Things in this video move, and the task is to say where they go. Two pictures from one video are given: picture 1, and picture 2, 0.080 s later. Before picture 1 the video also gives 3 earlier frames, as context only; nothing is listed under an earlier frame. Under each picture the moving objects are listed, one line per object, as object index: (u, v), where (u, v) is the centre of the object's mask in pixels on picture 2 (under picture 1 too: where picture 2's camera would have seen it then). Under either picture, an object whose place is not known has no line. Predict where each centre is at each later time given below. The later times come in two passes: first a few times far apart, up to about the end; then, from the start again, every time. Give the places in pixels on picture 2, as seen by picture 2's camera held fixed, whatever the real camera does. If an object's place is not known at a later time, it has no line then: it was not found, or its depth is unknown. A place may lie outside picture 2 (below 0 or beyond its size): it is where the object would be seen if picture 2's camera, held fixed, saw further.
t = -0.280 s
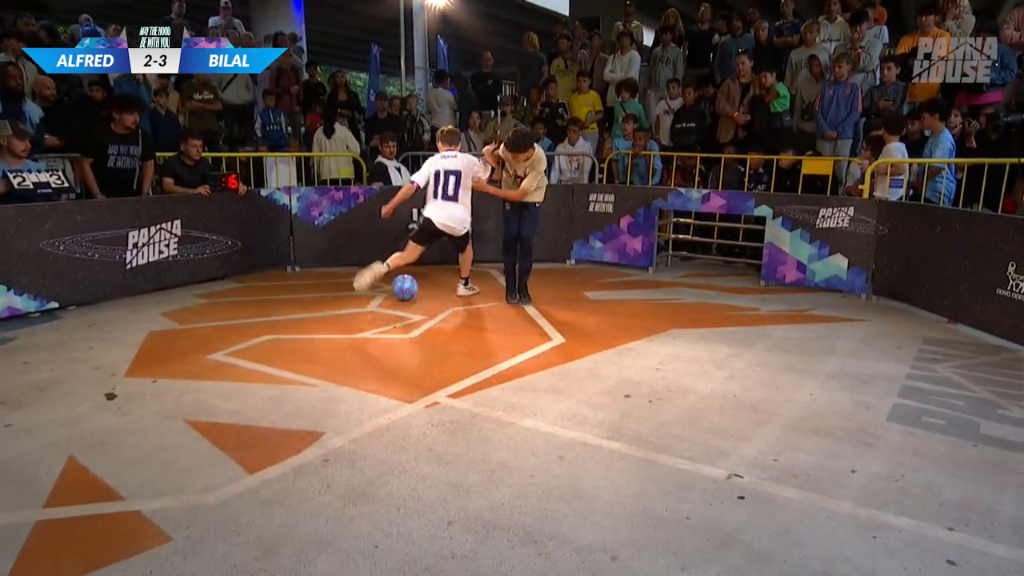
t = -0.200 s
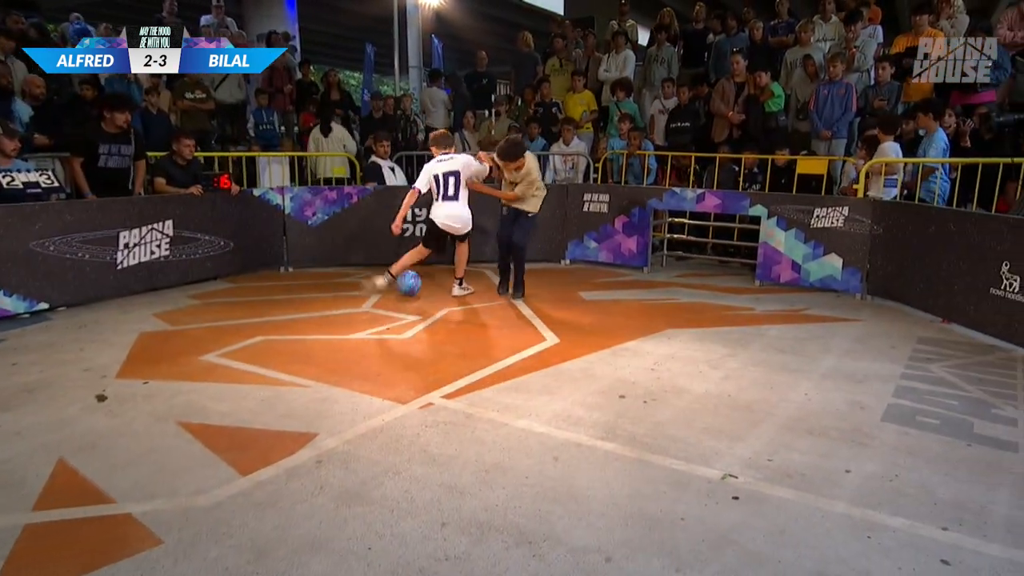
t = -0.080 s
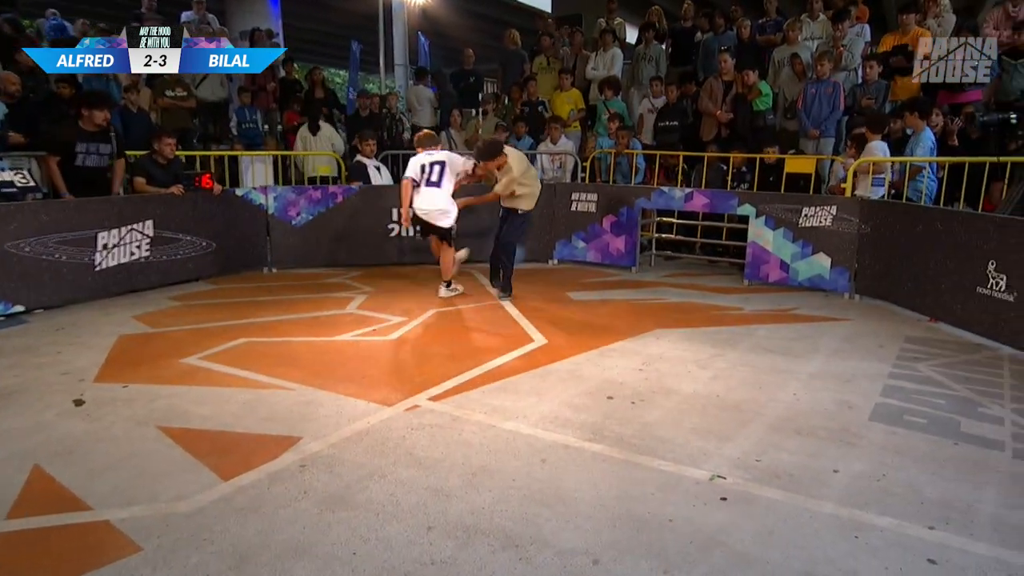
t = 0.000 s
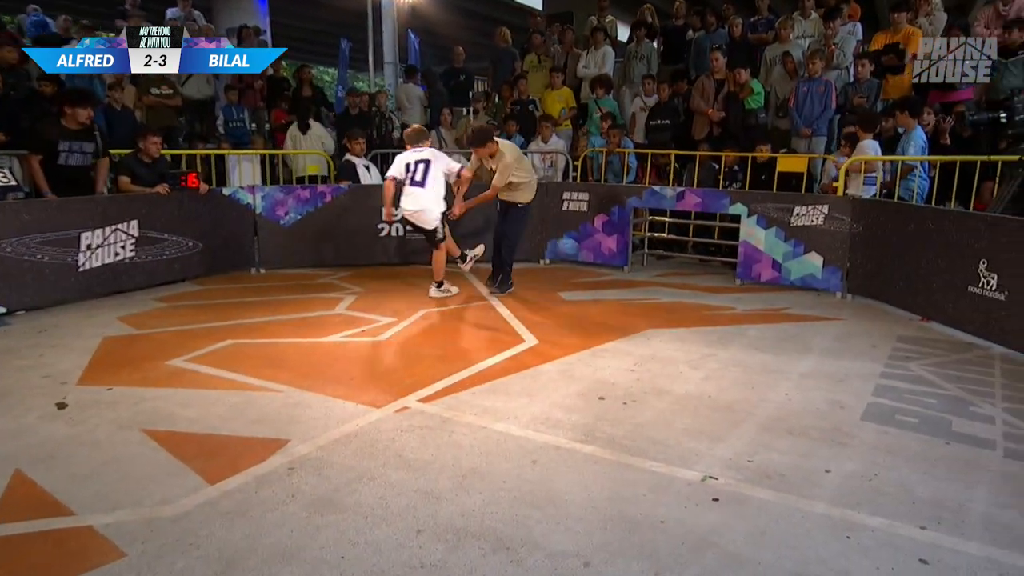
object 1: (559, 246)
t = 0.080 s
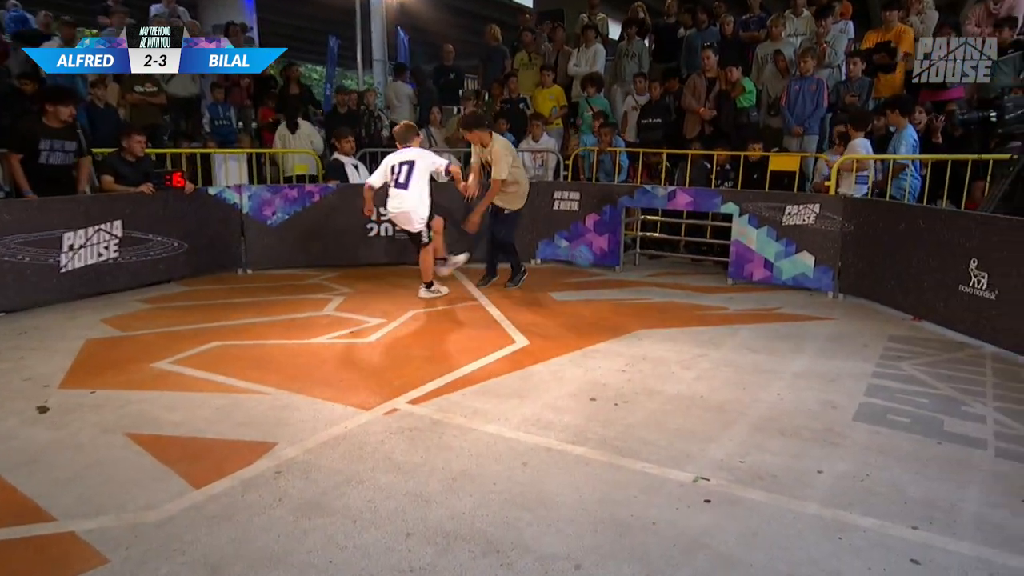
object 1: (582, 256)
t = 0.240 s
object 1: (630, 277)
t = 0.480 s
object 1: (706, 303)
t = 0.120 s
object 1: (594, 266)
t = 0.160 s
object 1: (609, 274)
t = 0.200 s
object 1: (619, 275)
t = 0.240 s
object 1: (630, 277)
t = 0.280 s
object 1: (642, 282)
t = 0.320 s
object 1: (654, 288)
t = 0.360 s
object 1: (667, 290)
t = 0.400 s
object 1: (679, 293)
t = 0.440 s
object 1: (692, 298)
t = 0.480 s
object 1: (706, 303)
